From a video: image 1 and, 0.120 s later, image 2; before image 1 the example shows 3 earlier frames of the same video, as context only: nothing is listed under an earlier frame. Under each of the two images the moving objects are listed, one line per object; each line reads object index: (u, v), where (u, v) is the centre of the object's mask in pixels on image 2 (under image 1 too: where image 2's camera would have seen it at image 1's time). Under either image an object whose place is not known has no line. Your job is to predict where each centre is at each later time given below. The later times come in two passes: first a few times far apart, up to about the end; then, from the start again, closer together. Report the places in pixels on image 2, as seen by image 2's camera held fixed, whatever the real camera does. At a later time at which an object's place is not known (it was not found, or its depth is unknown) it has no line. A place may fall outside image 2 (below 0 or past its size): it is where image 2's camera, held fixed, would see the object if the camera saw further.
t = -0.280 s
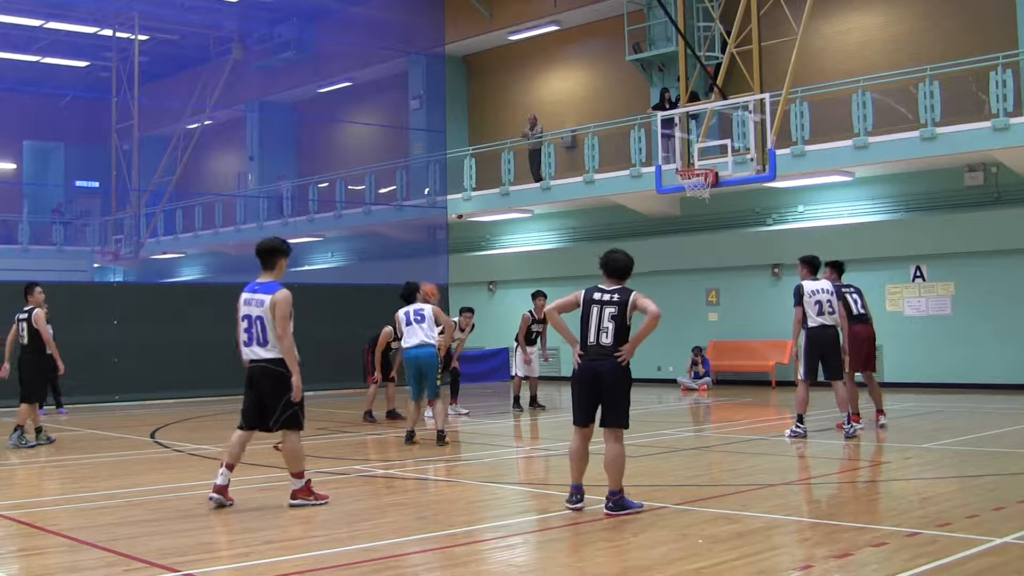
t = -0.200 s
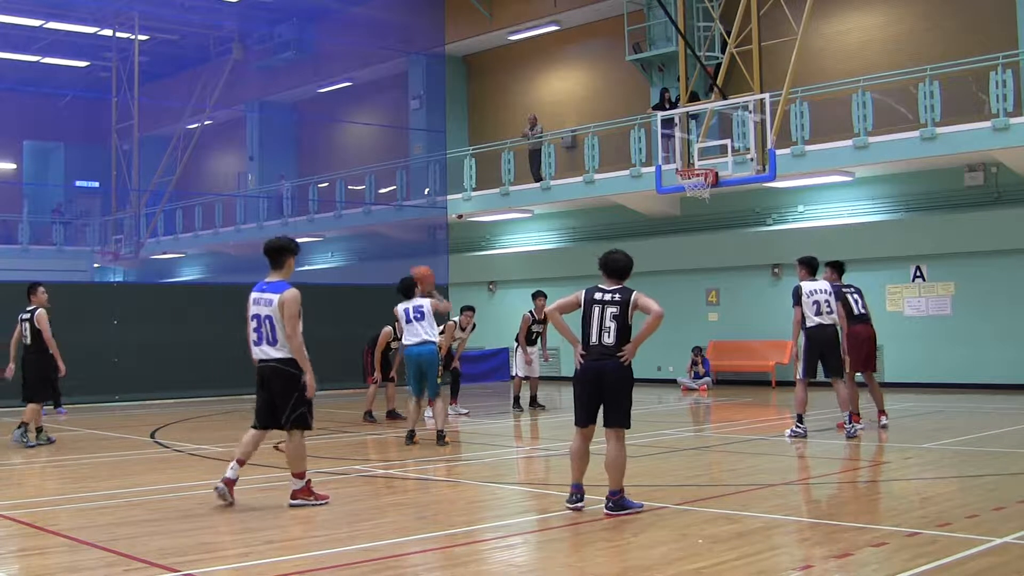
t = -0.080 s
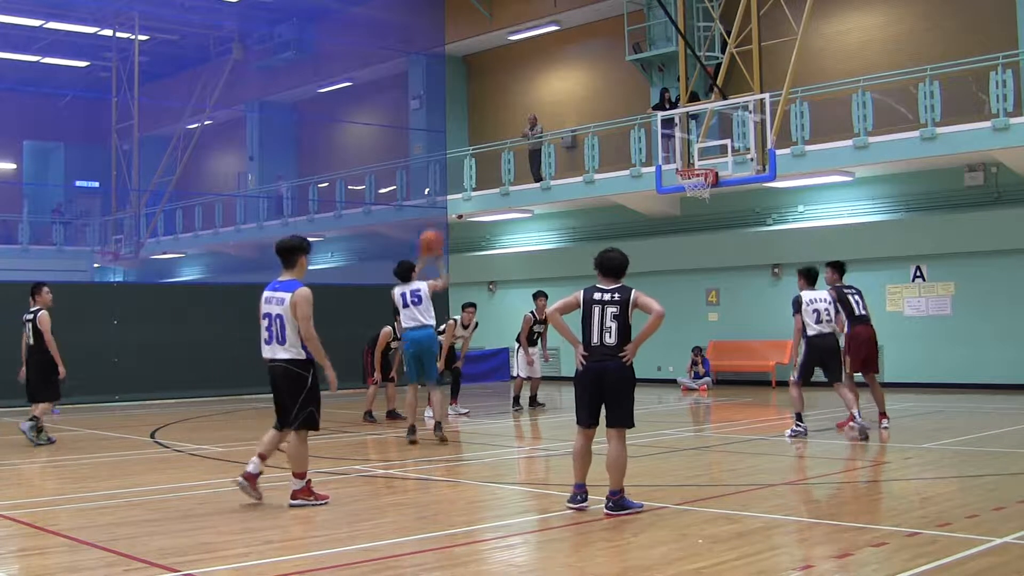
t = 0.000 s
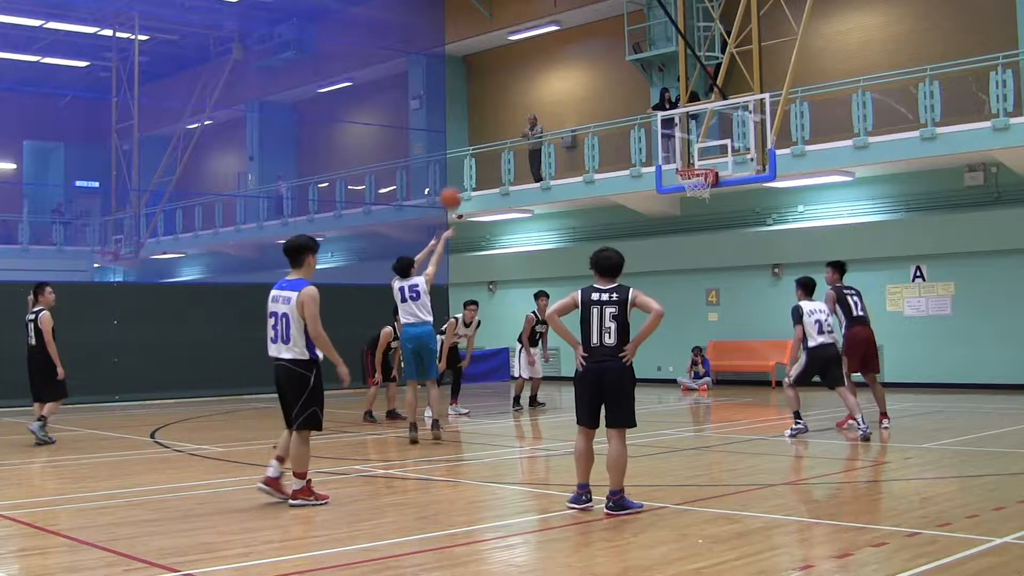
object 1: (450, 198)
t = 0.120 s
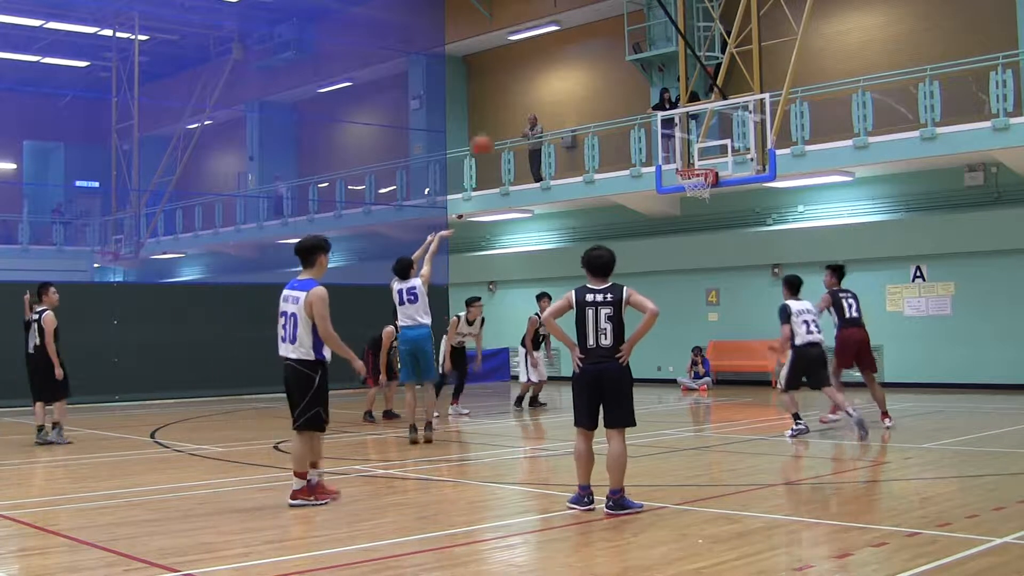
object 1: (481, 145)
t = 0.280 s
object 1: (522, 98)
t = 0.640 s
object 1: (603, 79)
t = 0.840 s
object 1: (645, 111)
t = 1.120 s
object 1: (698, 166)
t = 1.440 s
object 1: (694, 174)
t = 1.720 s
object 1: (709, 203)
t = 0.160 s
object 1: (492, 131)
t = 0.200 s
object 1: (501, 118)
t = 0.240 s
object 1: (511, 109)
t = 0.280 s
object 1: (522, 98)
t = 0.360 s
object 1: (540, 86)
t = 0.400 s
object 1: (549, 82)
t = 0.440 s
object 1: (558, 78)
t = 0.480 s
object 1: (567, 76)
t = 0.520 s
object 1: (576, 76)
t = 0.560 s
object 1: (585, 76)
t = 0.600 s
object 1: (594, 77)
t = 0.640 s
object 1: (603, 79)
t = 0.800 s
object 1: (638, 102)
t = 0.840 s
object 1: (645, 111)
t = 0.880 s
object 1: (654, 120)
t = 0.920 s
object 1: (661, 132)
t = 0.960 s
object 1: (670, 145)
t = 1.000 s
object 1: (677, 161)
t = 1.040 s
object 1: (684, 164)
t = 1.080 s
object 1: (691, 165)
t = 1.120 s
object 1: (698, 166)
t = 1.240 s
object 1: (694, 166)
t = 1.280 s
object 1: (690, 165)
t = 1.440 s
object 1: (694, 174)
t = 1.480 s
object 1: (697, 180)
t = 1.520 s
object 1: (699, 187)
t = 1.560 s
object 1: (701, 188)
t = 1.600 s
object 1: (703, 189)
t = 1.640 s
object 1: (706, 192)
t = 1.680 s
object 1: (707, 197)
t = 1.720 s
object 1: (709, 203)
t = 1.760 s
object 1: (710, 208)
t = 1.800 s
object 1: (711, 215)
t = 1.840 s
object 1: (714, 223)
